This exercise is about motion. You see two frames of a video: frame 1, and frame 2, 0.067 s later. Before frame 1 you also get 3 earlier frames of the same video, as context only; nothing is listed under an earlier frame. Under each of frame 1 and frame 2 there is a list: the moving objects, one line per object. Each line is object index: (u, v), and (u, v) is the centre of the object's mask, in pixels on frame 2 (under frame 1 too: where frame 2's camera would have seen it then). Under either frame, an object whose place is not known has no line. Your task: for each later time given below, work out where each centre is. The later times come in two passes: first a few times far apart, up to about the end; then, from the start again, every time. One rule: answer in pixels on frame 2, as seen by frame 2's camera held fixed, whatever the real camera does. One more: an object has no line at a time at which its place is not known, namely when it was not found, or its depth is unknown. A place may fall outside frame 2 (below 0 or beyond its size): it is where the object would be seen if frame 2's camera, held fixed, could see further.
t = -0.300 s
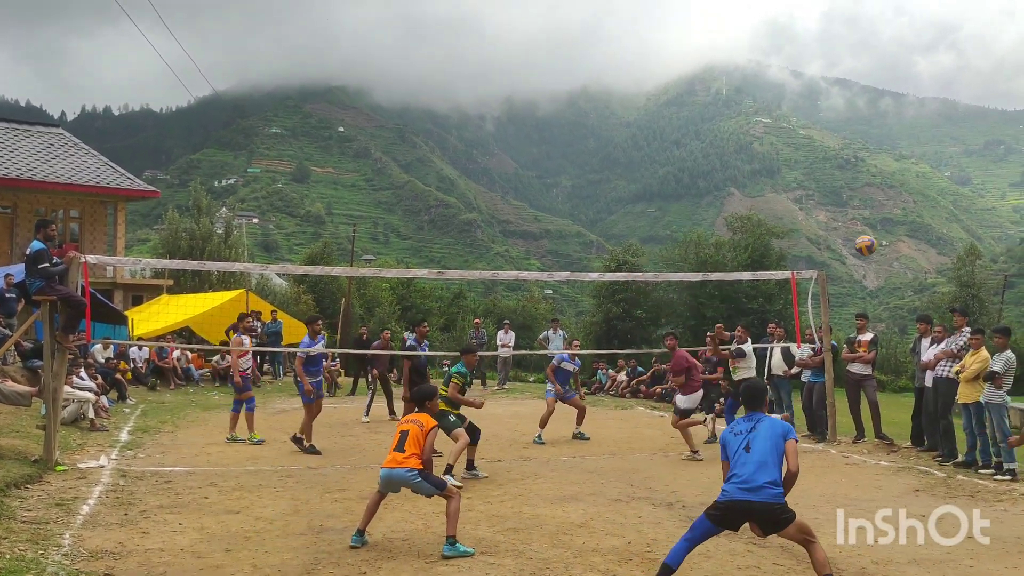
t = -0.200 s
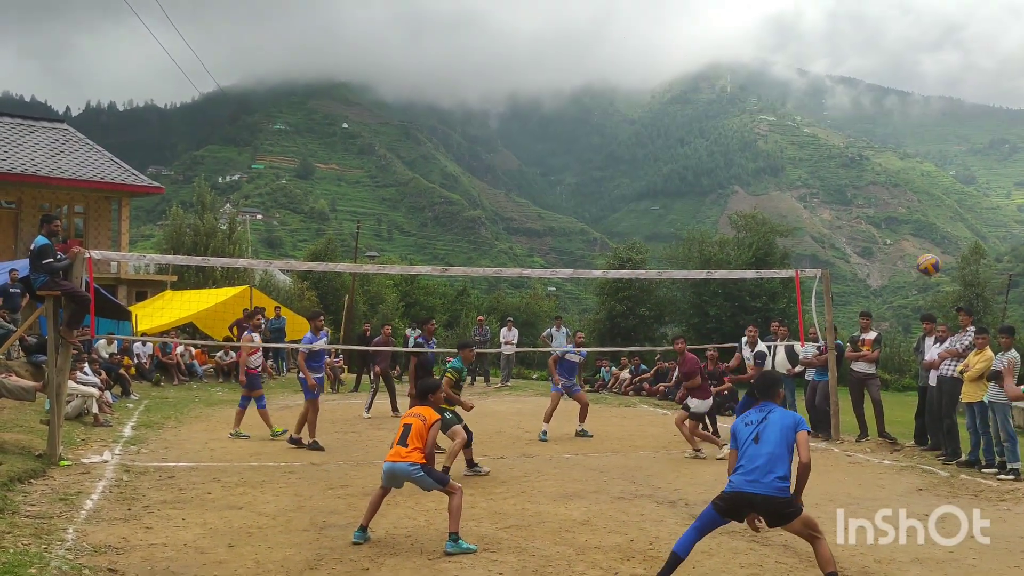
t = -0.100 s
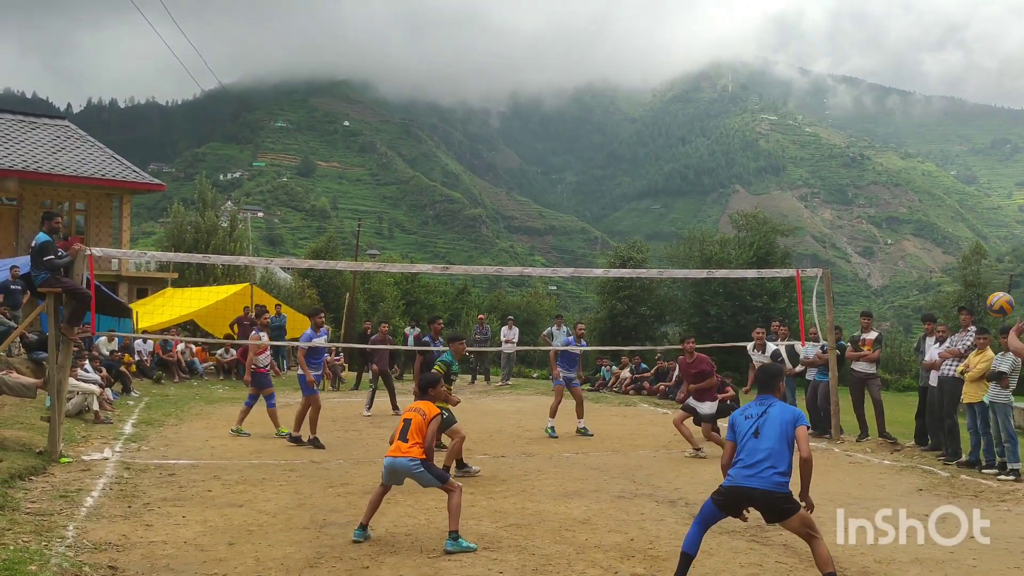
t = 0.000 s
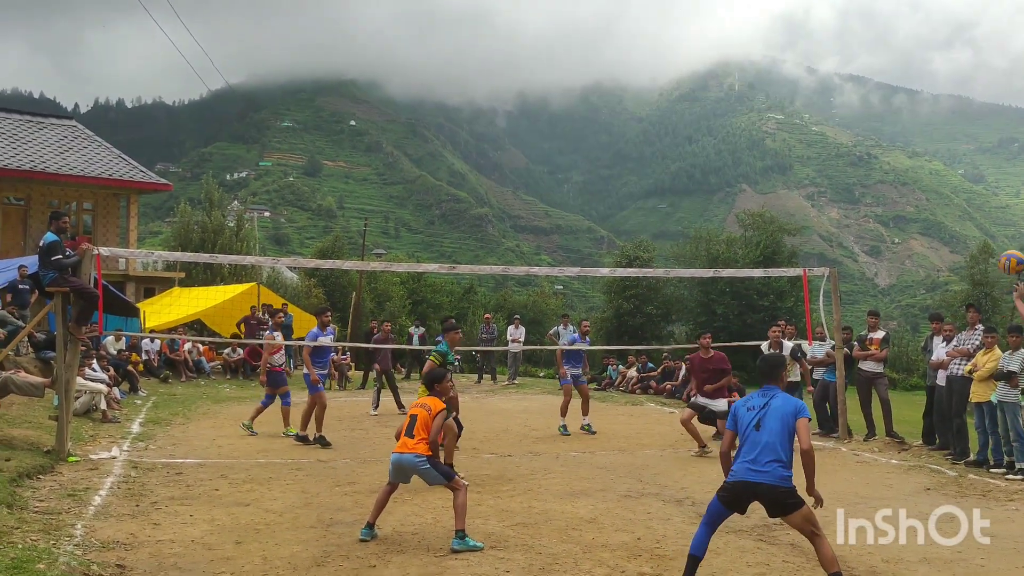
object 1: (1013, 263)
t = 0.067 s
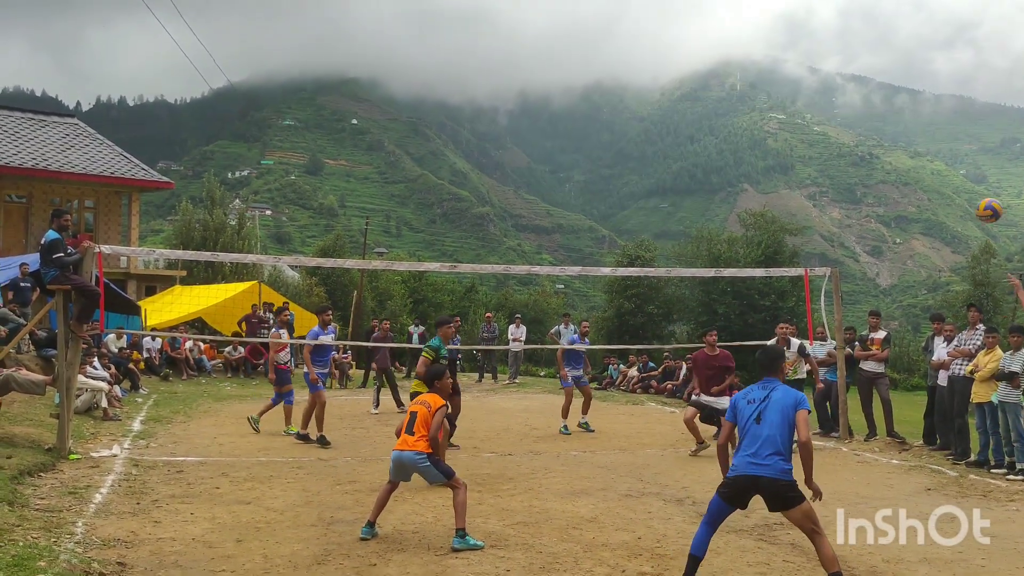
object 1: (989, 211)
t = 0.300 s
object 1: (909, 80)
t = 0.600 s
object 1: (819, 14)
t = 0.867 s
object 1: (747, 35)
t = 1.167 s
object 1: (674, 133)
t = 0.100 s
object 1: (977, 187)
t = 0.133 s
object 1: (965, 165)
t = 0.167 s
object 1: (953, 145)
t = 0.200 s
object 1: (942, 127)
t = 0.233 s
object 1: (930, 110)
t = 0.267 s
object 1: (920, 95)
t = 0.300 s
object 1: (909, 80)
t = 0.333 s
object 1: (899, 68)
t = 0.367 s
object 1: (888, 57)
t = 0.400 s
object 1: (878, 47)
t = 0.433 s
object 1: (868, 38)
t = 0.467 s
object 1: (858, 31)
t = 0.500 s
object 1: (848, 25)
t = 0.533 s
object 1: (838, 20)
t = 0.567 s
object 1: (828, 16)
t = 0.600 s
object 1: (819, 14)
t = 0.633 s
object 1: (809, 13)
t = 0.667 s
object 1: (801, 13)
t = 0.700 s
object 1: (792, 13)
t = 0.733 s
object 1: (782, 16)
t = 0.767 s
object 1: (774, 19)
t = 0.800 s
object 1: (765, 23)
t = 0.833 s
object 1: (756, 29)
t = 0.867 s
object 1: (747, 35)
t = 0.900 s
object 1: (738, 42)
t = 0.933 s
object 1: (730, 50)
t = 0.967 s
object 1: (721, 59)
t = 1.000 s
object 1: (713, 70)
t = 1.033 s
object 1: (706, 81)
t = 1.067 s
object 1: (698, 92)
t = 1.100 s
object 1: (690, 105)
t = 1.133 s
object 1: (681, 119)
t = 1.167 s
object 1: (674, 133)
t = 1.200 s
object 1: (666, 148)
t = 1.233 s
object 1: (659, 164)
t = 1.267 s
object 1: (651, 180)
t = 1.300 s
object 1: (644, 197)
